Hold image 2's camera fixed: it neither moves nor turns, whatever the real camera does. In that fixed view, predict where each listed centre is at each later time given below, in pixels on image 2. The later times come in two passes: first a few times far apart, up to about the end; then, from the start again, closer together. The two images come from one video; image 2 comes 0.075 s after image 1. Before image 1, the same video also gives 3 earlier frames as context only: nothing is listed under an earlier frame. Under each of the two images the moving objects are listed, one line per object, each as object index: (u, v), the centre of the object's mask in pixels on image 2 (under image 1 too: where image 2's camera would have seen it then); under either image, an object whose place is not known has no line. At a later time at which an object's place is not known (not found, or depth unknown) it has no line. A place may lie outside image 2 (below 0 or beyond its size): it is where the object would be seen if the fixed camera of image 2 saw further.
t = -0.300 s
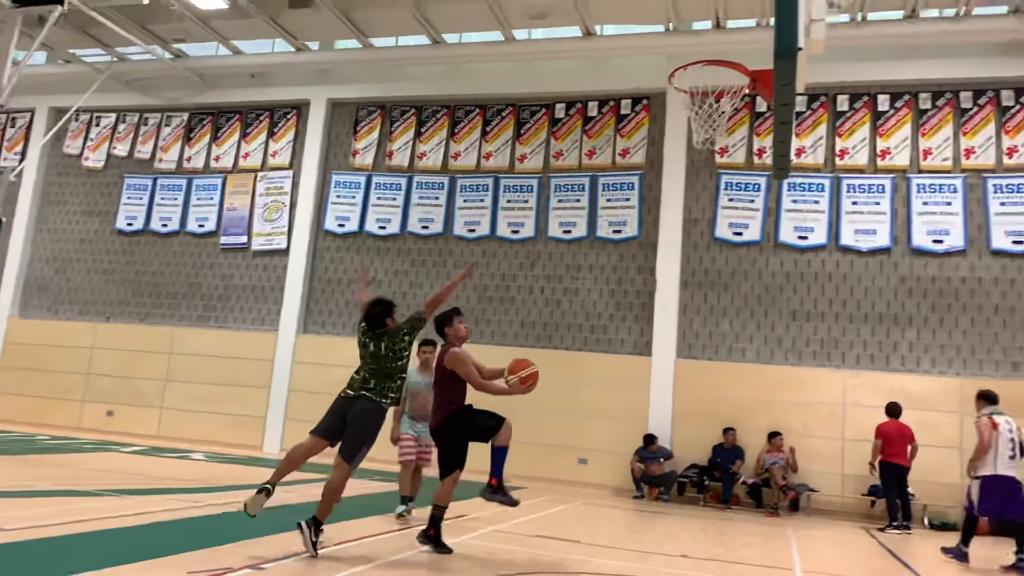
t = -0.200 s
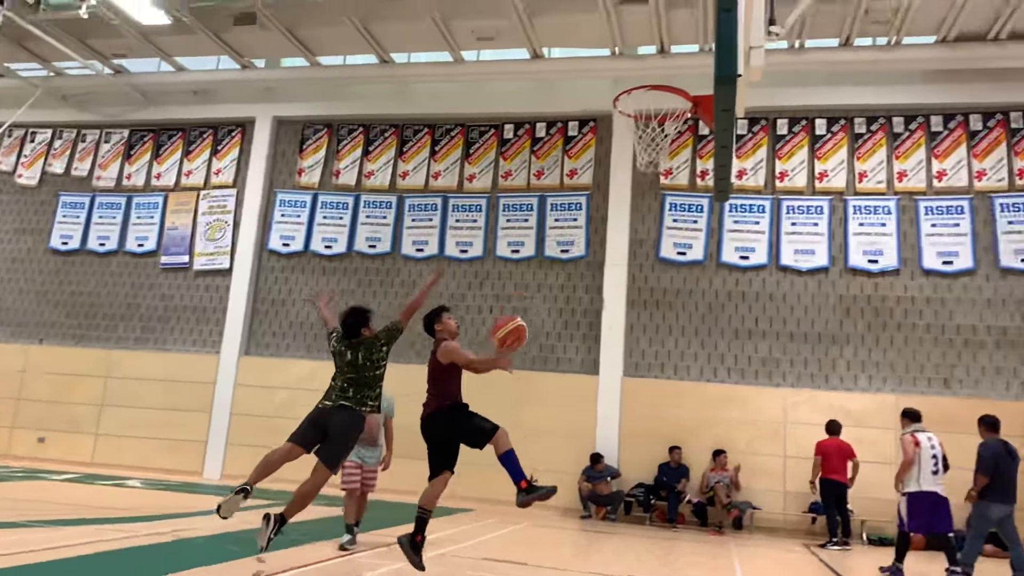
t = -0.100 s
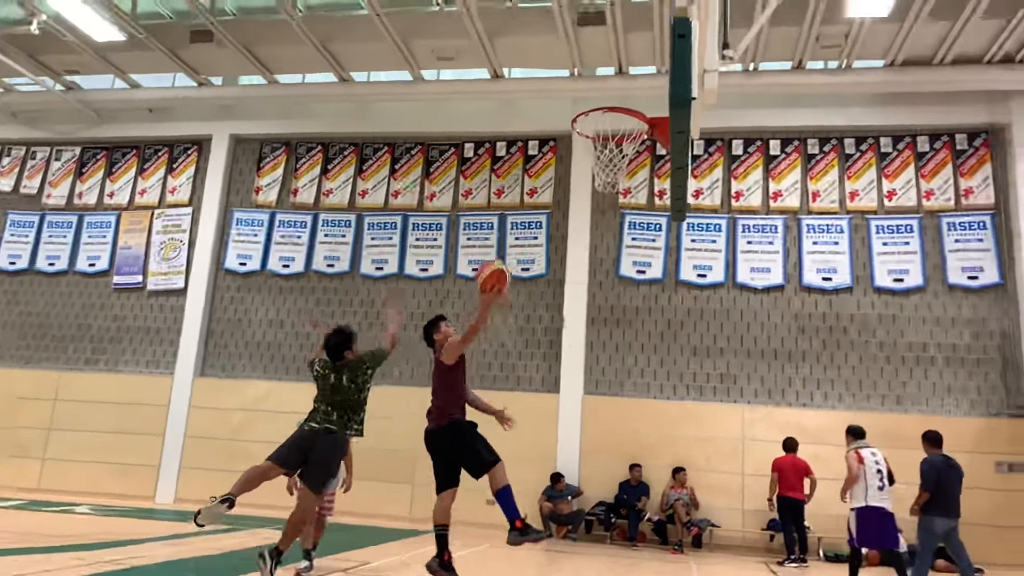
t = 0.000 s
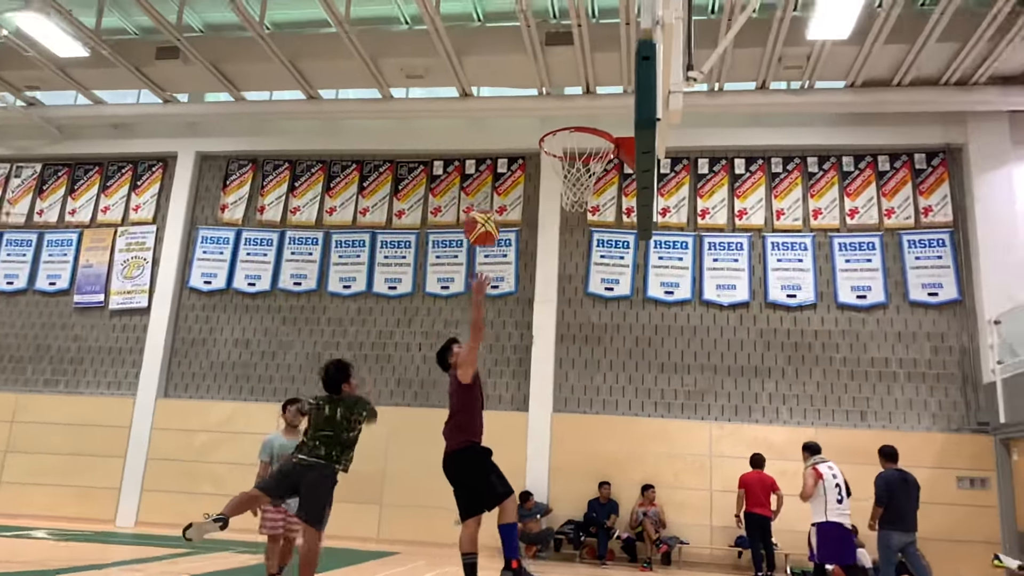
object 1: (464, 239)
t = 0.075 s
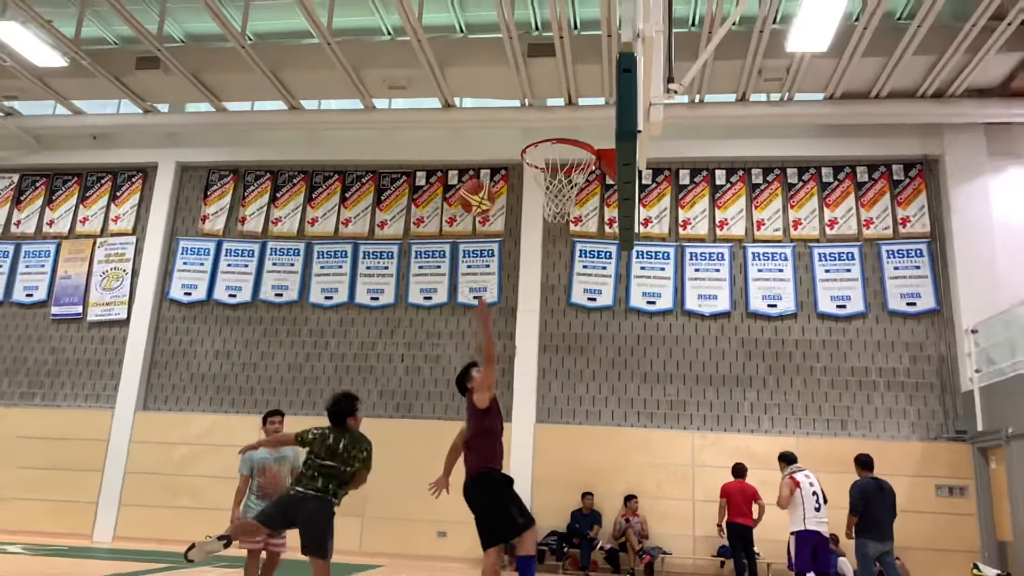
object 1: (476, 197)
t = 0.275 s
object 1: (511, 129)
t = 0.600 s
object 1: (558, 134)
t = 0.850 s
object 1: (566, 204)
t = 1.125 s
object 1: (536, 291)
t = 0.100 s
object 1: (482, 184)
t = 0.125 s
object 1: (486, 175)
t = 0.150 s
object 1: (489, 164)
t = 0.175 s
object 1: (495, 154)
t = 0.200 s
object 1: (499, 148)
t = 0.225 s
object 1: (503, 140)
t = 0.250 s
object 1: (507, 133)
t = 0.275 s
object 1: (511, 129)
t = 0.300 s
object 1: (514, 124)
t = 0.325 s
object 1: (519, 119)
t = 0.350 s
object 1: (522, 117)
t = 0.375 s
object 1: (526, 114)
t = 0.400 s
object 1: (530, 113)
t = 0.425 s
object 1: (533, 113)
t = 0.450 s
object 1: (537, 113)
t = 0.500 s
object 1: (543, 116)
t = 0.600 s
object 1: (558, 134)
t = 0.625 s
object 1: (560, 140)
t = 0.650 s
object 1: (563, 148)
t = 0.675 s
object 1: (566, 158)
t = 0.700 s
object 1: (568, 162)
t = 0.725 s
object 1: (564, 165)
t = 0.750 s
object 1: (570, 174)
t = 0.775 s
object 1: (568, 179)
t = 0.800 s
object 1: (563, 192)
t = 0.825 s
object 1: (564, 194)
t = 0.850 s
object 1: (566, 204)
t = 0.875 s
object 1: (558, 207)
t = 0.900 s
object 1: (555, 207)
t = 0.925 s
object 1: (553, 211)
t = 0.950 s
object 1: (551, 215)
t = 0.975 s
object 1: (549, 225)
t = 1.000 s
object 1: (547, 234)
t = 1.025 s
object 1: (546, 241)
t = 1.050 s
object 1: (543, 252)
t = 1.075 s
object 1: (540, 264)
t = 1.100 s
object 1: (539, 275)
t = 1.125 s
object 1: (536, 291)
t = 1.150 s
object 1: (533, 306)
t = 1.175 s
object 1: (531, 320)
